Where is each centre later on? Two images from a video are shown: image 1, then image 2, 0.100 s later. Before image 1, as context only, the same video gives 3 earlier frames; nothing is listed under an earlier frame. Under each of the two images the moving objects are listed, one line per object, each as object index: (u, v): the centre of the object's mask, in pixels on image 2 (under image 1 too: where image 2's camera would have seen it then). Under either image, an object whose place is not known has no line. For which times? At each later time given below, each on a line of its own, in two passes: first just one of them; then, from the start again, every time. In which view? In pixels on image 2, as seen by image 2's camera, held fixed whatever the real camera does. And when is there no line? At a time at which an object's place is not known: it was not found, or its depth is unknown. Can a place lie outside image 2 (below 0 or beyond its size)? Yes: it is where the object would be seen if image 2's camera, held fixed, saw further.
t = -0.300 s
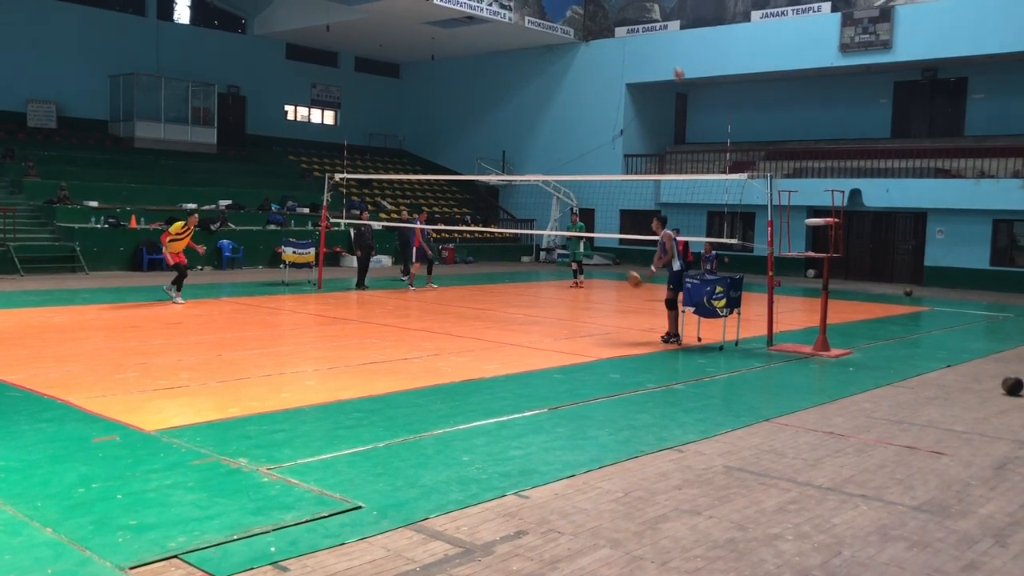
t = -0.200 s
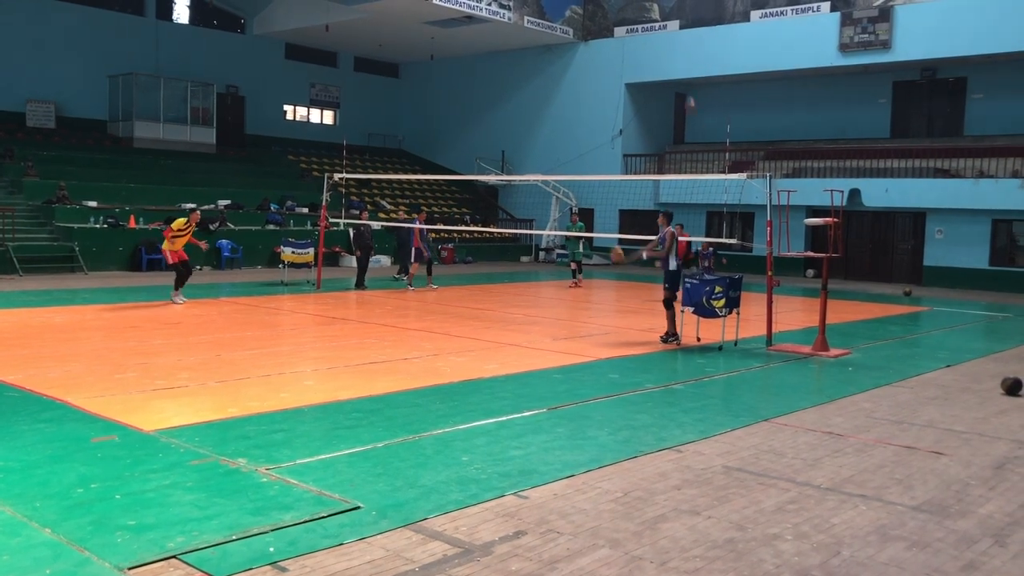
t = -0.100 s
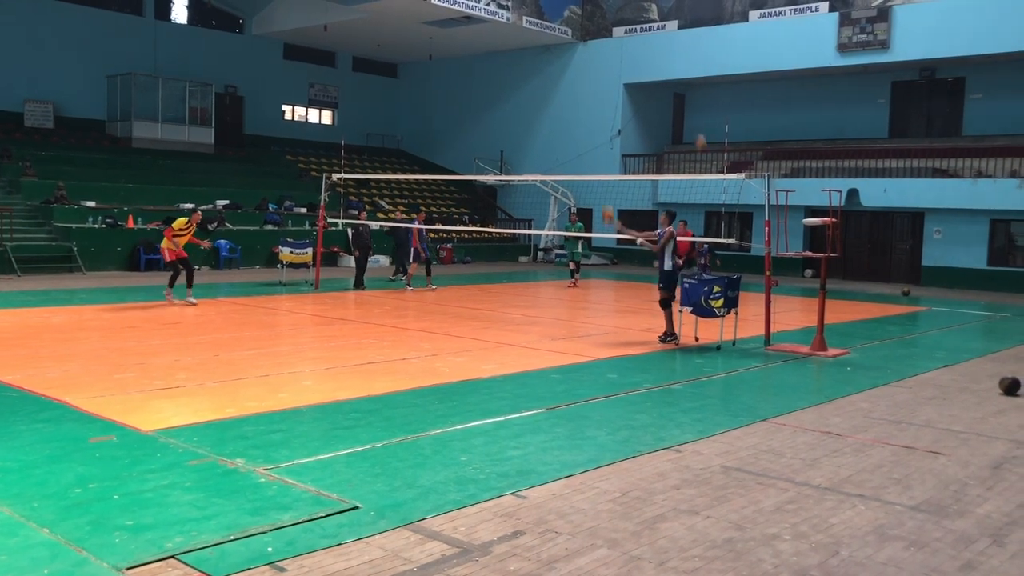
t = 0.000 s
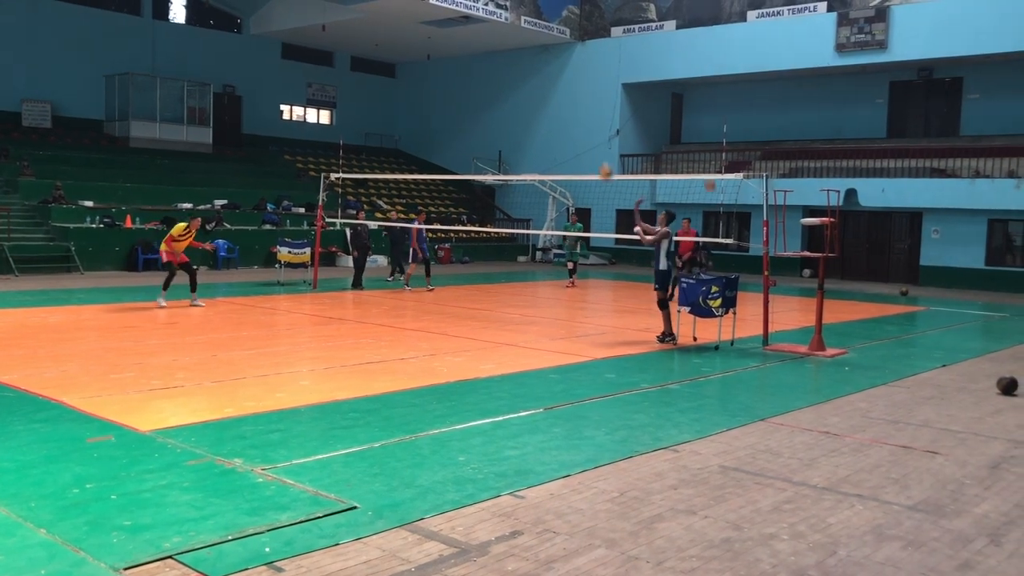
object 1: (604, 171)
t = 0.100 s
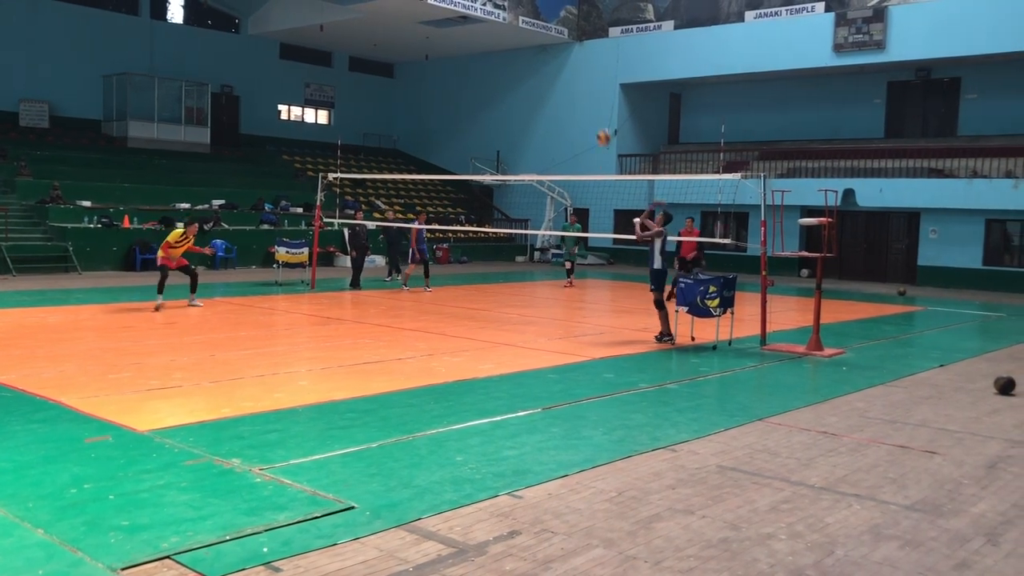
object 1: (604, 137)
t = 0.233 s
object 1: (603, 100)
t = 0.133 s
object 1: (603, 127)
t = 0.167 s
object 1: (603, 117)
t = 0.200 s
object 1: (603, 109)
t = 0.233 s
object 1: (603, 100)
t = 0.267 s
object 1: (602, 93)
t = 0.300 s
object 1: (602, 86)
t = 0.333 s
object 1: (602, 80)
